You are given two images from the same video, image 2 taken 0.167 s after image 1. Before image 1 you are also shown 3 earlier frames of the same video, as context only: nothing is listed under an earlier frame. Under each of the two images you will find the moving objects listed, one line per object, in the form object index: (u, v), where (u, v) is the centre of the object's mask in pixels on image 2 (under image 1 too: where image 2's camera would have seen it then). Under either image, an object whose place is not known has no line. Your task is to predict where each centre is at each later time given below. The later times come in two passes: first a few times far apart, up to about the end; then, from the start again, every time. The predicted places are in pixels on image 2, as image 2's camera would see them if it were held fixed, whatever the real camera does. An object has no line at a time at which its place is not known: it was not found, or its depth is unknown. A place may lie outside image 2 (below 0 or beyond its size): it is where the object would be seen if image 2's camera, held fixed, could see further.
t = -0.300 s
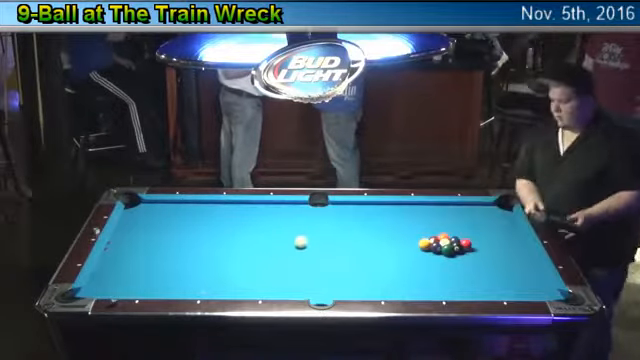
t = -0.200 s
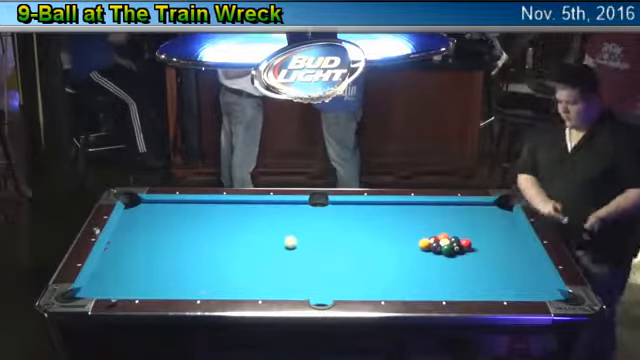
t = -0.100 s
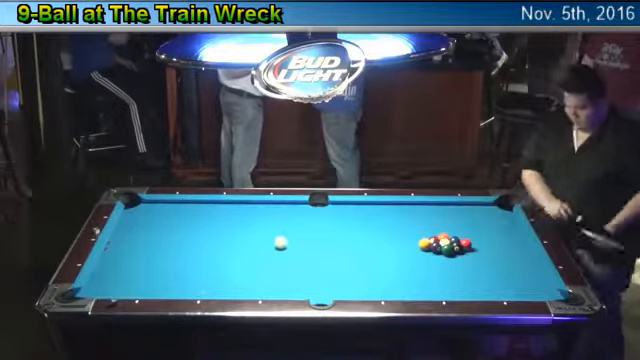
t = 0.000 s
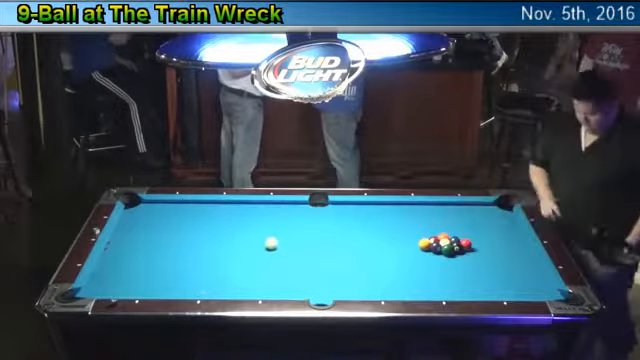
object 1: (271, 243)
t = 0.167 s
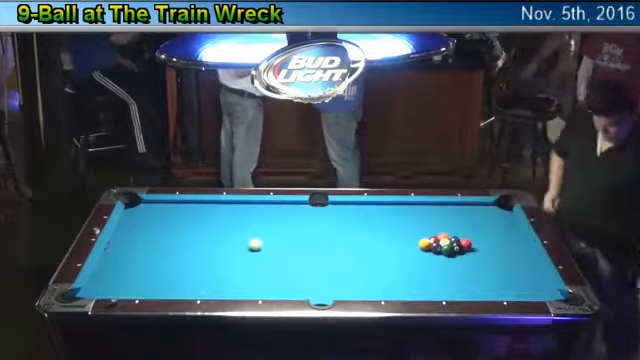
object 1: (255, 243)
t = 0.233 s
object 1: (249, 244)
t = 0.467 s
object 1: (228, 245)
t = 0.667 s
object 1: (212, 246)
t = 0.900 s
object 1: (194, 247)
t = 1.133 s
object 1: (177, 247)
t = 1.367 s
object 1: (160, 248)
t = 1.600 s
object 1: (146, 249)
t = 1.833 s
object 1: (132, 249)
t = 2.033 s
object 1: (121, 250)
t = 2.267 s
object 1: (110, 251)
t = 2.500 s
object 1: (112, 252)
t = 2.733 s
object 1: (117, 252)
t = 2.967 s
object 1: (121, 252)
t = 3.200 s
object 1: (126, 252)
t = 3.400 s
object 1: (127, 252)
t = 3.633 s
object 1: (129, 252)
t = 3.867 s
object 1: (130, 252)
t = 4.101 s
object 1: (131, 252)
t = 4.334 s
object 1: (131, 252)
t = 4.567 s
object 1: (131, 252)
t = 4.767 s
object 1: (131, 252)
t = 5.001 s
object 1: (131, 252)
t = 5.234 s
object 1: (131, 252)
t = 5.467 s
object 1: (131, 253)
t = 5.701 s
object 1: (131, 253)
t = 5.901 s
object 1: (131, 253)
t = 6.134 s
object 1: (131, 253)
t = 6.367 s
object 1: (131, 253)
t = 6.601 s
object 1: (131, 253)
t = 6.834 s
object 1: (131, 253)
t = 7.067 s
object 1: (131, 253)
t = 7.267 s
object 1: (131, 252)
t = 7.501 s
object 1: (131, 252)
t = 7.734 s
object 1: (131, 252)
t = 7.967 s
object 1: (131, 252)
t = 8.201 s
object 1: (131, 252)
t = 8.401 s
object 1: (131, 252)
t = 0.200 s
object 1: (252, 244)
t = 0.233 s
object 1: (249, 244)
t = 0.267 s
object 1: (246, 244)
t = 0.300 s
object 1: (243, 244)
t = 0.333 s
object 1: (240, 244)
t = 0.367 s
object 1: (237, 245)
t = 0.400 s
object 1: (234, 245)
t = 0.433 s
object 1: (231, 245)
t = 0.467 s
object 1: (228, 245)
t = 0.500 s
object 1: (226, 245)
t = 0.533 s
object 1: (222, 245)
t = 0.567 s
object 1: (220, 246)
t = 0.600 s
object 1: (217, 245)
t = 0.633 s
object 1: (215, 246)
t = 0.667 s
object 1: (212, 246)
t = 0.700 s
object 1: (209, 246)
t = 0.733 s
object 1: (206, 246)
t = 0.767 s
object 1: (204, 246)
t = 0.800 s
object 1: (202, 246)
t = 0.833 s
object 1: (199, 246)
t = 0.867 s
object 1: (196, 246)
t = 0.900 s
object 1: (194, 247)
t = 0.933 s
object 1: (191, 247)
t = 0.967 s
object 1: (188, 247)
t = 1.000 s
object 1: (185, 247)
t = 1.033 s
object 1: (184, 247)
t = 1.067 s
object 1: (181, 247)
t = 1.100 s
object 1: (179, 247)
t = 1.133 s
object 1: (177, 247)
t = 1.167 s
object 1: (174, 248)
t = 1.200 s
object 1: (172, 248)
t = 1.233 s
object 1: (169, 248)
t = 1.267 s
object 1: (167, 247)
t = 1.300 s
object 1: (165, 248)
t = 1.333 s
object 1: (163, 248)
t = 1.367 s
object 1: (160, 248)
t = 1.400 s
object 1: (158, 248)
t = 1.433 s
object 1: (156, 248)
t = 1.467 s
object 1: (154, 248)
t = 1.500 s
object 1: (152, 249)
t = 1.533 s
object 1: (150, 248)
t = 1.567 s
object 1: (148, 249)
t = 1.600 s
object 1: (146, 249)
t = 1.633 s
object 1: (144, 249)
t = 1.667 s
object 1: (142, 249)
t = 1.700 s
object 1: (140, 249)
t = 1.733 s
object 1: (138, 249)
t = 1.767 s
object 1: (136, 249)
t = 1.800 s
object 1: (134, 249)
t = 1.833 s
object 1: (132, 249)
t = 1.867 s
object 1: (131, 250)
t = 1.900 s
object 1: (129, 250)
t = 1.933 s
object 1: (127, 250)
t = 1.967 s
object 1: (125, 250)
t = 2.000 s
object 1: (124, 250)
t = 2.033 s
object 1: (121, 250)
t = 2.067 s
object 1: (119, 251)
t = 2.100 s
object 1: (118, 251)
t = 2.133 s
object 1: (116, 251)
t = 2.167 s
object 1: (114, 251)
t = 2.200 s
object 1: (113, 251)
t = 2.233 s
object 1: (110, 251)
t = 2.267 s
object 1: (110, 251)
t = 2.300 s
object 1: (109, 251)
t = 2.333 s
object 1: (108, 251)
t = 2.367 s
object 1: (109, 252)
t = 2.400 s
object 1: (109, 251)
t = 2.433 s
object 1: (110, 252)
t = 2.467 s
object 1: (111, 252)
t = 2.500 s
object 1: (112, 252)
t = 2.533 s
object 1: (112, 252)
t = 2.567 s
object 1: (113, 252)
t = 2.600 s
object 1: (114, 252)
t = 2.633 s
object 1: (115, 252)
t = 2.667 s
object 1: (116, 252)
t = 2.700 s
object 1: (117, 252)
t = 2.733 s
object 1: (117, 252)
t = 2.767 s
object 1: (119, 252)
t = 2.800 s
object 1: (119, 252)
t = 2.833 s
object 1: (119, 252)
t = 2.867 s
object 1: (120, 252)
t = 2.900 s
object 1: (121, 252)
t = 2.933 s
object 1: (121, 252)
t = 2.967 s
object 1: (121, 252)
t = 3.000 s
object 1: (123, 252)
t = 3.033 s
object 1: (123, 252)
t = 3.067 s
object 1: (123, 252)
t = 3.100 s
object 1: (124, 252)
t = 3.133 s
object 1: (124, 252)
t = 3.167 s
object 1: (125, 252)
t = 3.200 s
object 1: (126, 252)
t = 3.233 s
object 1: (126, 252)
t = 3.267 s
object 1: (126, 252)
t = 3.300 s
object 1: (126, 252)
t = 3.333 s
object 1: (127, 252)
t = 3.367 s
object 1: (127, 252)
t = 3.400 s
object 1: (127, 252)
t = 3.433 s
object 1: (128, 252)
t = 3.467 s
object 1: (128, 252)
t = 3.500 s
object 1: (128, 252)
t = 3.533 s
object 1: (129, 252)
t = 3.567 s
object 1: (129, 252)
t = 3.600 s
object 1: (129, 252)
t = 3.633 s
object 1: (129, 252)
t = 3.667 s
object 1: (130, 252)
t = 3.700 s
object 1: (130, 252)
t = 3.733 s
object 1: (130, 252)
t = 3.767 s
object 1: (130, 252)
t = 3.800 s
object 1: (130, 252)
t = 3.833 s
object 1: (130, 252)
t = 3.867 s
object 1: (130, 252)
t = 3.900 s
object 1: (130, 252)
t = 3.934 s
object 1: (131, 252)
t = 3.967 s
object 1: (131, 252)
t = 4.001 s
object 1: (131, 252)
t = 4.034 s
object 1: (131, 252)
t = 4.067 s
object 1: (131, 252)
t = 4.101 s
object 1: (131, 252)
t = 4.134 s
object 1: (131, 252)
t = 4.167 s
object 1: (131, 252)
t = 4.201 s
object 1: (131, 252)
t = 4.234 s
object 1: (131, 252)
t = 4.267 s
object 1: (131, 252)
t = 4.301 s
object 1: (131, 252)
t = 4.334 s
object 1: (131, 252)
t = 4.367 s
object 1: (131, 252)
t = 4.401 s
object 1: (131, 252)
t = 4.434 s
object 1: (131, 252)
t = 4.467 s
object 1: (131, 252)
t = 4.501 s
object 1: (131, 252)
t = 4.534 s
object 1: (131, 252)
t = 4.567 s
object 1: (131, 252)
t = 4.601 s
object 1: (131, 252)
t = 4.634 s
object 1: (131, 252)
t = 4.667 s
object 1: (131, 252)
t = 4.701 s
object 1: (131, 252)
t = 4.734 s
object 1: (131, 252)
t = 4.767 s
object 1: (131, 252)
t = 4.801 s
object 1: (131, 252)
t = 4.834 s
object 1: (131, 252)
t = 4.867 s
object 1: (131, 252)
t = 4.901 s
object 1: (131, 252)
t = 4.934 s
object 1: (131, 252)
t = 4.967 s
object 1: (131, 252)
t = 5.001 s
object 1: (131, 252)
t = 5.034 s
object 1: (131, 252)
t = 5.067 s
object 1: (131, 252)
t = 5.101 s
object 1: (131, 252)
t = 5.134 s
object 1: (131, 252)
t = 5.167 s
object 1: (131, 252)
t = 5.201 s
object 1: (131, 252)
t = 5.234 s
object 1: (131, 252)
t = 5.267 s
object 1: (131, 252)
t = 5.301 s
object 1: (131, 253)
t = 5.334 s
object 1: (131, 253)
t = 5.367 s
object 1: (131, 252)
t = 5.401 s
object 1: (131, 252)
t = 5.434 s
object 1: (131, 253)
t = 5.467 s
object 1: (131, 253)
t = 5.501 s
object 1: (131, 253)
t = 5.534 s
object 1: (131, 253)
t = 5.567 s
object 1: (131, 252)
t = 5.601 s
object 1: (131, 252)
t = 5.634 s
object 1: (131, 253)
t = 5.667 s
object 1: (131, 252)
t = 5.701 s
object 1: (131, 253)
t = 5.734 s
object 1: (131, 253)
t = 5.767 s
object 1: (131, 253)
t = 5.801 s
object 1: (131, 252)
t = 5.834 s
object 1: (131, 253)
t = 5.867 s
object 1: (131, 253)
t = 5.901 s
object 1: (131, 253)
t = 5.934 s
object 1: (131, 253)
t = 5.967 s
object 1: (131, 253)
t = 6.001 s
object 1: (131, 253)
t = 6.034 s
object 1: (131, 253)
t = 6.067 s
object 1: (131, 253)
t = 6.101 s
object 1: (131, 253)
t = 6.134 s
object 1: (131, 253)
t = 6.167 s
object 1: (131, 253)
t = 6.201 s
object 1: (131, 253)
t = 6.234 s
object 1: (131, 253)
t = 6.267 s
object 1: (131, 253)
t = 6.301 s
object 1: (131, 253)
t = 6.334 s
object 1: (131, 253)
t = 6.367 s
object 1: (131, 253)
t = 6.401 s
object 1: (131, 253)
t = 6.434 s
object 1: (131, 253)
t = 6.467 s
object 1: (131, 253)
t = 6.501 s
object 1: (131, 253)
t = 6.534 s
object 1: (131, 253)
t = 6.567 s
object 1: (131, 253)
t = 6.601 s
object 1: (131, 253)
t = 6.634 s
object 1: (131, 253)
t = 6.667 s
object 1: (131, 253)
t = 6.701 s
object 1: (131, 253)
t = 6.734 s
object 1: (131, 253)
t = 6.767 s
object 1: (131, 253)
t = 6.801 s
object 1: (131, 253)
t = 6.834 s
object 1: (131, 253)
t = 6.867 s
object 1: (131, 253)
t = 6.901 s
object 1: (131, 253)
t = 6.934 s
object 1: (131, 253)
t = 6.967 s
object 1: (131, 253)
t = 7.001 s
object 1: (131, 253)
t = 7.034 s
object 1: (131, 253)
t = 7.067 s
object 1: (131, 253)
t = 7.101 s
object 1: (131, 253)
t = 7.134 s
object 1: (131, 252)
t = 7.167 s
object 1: (131, 252)
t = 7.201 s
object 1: (131, 252)
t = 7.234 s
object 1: (131, 252)
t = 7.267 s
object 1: (131, 252)
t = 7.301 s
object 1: (131, 252)
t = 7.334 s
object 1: (131, 252)
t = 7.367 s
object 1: (131, 252)
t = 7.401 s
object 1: (131, 252)
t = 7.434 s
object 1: (131, 252)
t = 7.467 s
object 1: (131, 252)
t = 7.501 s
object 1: (131, 252)
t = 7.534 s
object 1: (131, 252)
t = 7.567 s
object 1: (131, 252)
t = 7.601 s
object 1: (131, 252)
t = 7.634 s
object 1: (131, 252)
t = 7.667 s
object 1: (131, 252)
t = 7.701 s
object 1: (131, 252)
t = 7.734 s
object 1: (131, 252)
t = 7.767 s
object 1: (131, 252)
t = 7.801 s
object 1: (131, 252)
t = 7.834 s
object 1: (131, 252)
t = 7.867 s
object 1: (131, 252)
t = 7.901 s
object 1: (131, 252)
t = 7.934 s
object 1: (131, 252)
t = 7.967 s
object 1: (131, 252)
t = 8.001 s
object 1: (131, 252)
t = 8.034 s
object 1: (131, 252)
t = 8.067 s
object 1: (131, 252)
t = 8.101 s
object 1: (131, 252)
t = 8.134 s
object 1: (131, 252)
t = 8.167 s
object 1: (131, 252)
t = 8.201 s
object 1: (131, 252)
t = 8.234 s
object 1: (131, 252)
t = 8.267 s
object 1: (131, 252)
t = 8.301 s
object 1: (131, 252)
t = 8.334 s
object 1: (131, 252)
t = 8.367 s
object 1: (131, 252)
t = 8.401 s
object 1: (131, 252)
